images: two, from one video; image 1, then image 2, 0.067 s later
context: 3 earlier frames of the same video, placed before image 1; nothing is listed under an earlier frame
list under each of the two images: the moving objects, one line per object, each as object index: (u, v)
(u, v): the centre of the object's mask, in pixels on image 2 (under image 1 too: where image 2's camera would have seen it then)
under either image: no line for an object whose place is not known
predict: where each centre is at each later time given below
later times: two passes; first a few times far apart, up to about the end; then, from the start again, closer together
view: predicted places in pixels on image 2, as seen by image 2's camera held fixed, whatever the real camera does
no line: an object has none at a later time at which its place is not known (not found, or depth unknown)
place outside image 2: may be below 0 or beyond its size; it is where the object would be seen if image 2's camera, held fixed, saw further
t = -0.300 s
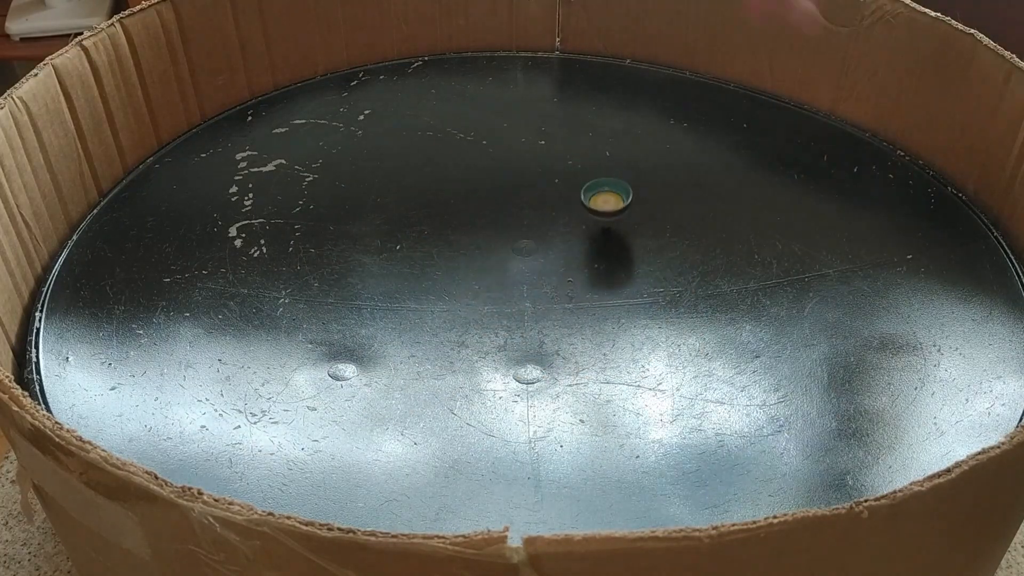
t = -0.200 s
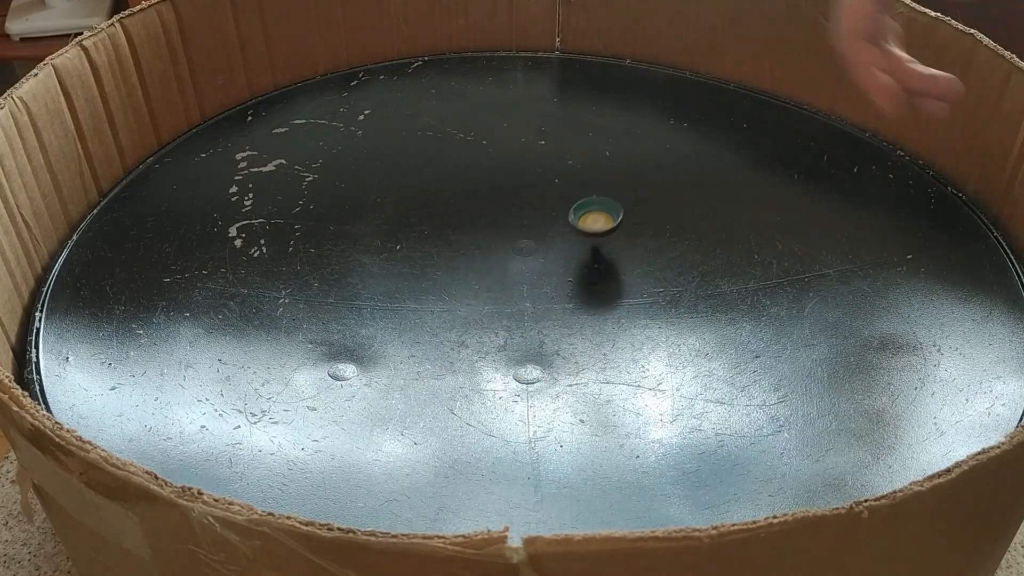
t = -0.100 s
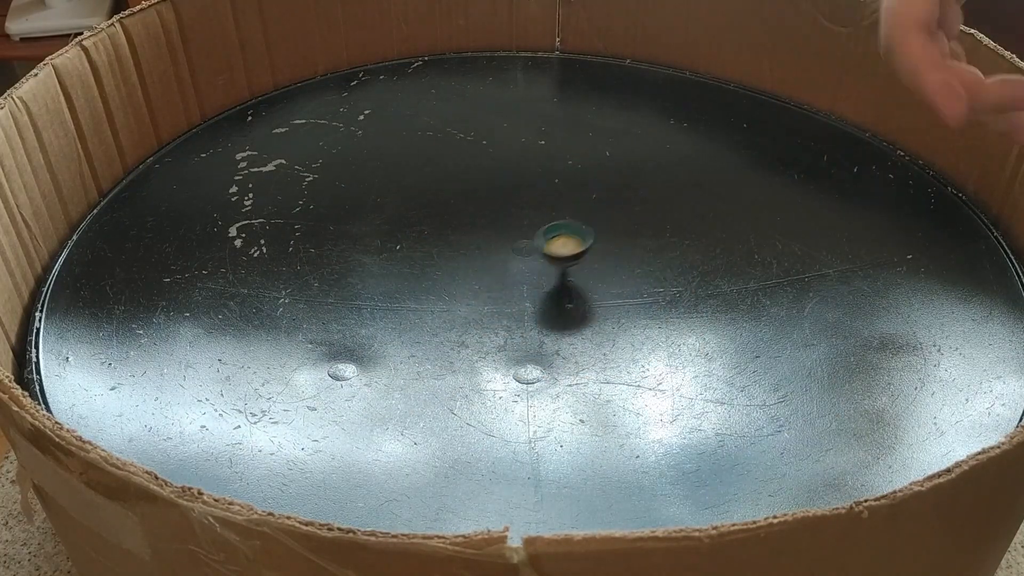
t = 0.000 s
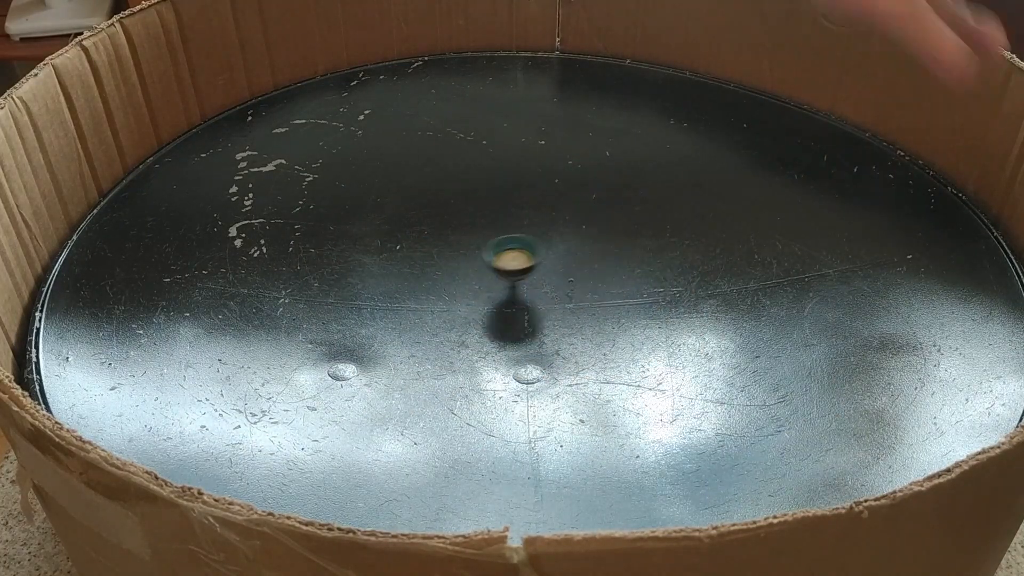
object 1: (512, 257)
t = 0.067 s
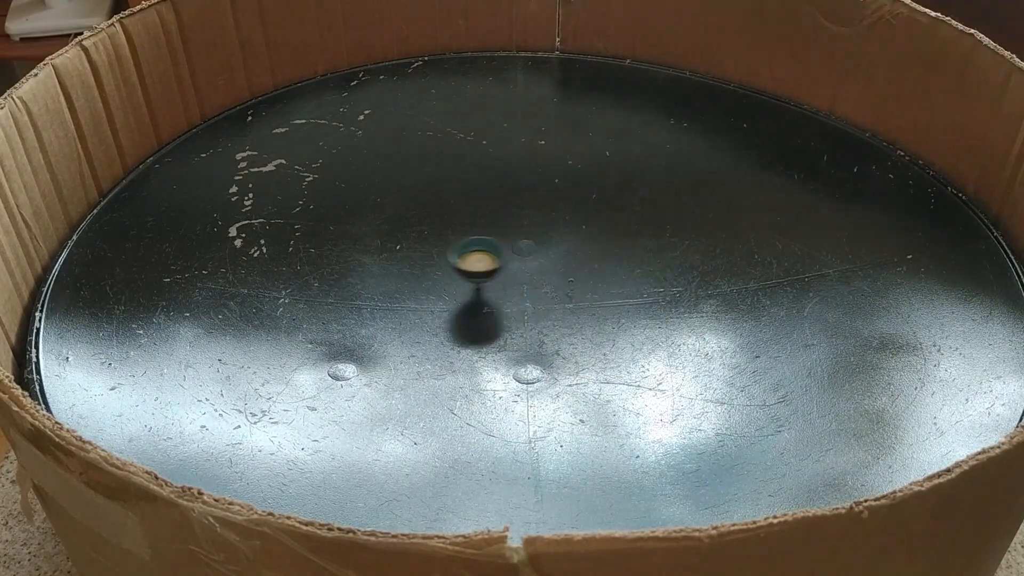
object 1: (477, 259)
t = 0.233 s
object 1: (411, 234)
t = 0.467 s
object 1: (443, 199)
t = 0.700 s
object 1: (494, 226)
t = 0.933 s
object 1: (497, 266)
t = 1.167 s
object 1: (401, 304)
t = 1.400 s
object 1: (356, 260)
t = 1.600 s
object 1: (438, 246)
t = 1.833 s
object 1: (517, 282)
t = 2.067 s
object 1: (493, 330)
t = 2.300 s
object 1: (474, 319)
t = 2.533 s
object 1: (496, 288)
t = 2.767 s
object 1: (522, 274)
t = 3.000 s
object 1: (531, 276)
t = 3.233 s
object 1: (555, 262)
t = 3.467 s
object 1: (558, 251)
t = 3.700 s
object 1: (549, 259)
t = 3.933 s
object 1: (535, 249)
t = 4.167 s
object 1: (511, 224)
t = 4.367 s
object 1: (517, 219)
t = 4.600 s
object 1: (513, 218)
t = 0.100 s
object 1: (459, 257)
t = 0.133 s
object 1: (443, 254)
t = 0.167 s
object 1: (429, 249)
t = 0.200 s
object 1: (418, 242)
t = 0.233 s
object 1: (411, 234)
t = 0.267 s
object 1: (409, 226)
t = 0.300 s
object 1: (407, 220)
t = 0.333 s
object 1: (410, 214)
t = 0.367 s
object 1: (414, 208)
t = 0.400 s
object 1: (422, 203)
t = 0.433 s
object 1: (432, 200)
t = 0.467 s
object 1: (443, 199)
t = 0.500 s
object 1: (454, 199)
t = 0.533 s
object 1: (463, 203)
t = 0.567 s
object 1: (470, 204)
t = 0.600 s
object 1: (475, 207)
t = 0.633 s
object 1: (481, 212)
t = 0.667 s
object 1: (487, 219)
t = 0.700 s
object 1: (494, 226)
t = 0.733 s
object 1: (499, 232)
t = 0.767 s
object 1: (502, 237)
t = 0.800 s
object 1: (504, 241)
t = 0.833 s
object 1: (504, 246)
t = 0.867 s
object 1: (504, 252)
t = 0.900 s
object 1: (502, 259)
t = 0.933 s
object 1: (497, 266)
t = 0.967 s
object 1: (489, 275)
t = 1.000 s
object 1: (480, 284)
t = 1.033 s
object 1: (468, 291)
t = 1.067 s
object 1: (454, 298)
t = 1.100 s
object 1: (437, 302)
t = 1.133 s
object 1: (419, 304)
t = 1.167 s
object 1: (401, 304)
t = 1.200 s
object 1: (384, 300)
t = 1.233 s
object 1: (370, 295)
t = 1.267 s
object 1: (360, 288)
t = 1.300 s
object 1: (354, 280)
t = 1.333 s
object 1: (350, 273)
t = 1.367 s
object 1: (351, 268)
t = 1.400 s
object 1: (356, 260)
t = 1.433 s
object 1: (365, 255)
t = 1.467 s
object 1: (375, 249)
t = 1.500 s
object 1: (388, 246)
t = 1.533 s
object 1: (405, 243)
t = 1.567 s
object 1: (422, 244)
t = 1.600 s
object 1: (438, 246)
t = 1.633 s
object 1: (453, 247)
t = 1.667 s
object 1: (466, 249)
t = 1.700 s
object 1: (480, 254)
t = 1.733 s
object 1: (491, 261)
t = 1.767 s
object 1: (501, 269)
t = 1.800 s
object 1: (511, 275)
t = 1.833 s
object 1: (517, 282)
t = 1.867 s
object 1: (521, 289)
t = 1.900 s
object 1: (523, 297)
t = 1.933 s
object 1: (523, 305)
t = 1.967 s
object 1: (520, 312)
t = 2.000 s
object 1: (512, 319)
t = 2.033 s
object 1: (503, 325)
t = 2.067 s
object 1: (493, 330)
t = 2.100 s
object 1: (486, 332)
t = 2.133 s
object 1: (482, 332)
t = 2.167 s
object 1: (480, 330)
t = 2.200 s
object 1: (477, 328)
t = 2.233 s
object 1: (474, 325)
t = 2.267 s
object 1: (474, 322)
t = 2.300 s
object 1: (474, 319)
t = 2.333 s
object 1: (476, 315)
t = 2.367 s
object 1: (478, 312)
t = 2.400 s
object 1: (481, 308)
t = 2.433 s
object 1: (485, 303)
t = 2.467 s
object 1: (489, 298)
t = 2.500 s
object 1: (493, 293)
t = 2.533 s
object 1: (496, 288)
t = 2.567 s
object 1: (497, 284)
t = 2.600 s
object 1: (498, 281)
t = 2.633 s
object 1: (501, 278)
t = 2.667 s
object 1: (505, 277)
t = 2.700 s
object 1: (510, 276)
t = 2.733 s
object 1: (517, 275)
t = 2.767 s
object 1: (522, 274)
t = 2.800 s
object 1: (525, 274)
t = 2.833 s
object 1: (527, 274)
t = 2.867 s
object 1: (529, 275)
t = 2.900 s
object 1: (530, 275)
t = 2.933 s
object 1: (530, 276)
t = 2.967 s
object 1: (530, 276)
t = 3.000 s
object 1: (531, 276)
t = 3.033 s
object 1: (533, 276)
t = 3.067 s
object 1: (535, 275)
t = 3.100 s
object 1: (537, 274)
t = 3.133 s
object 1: (539, 270)
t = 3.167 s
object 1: (542, 266)
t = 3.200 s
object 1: (549, 263)
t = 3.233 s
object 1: (555, 262)
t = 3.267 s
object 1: (562, 260)
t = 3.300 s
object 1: (565, 257)
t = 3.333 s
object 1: (565, 254)
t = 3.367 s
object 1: (564, 252)
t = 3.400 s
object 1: (562, 251)
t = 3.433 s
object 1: (560, 251)
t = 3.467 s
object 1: (558, 251)
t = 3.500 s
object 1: (555, 252)
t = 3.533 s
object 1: (553, 253)
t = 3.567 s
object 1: (552, 254)
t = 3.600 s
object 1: (550, 255)
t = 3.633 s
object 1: (549, 257)
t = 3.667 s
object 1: (549, 258)
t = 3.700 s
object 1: (549, 259)
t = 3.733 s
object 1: (549, 260)
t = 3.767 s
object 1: (549, 259)
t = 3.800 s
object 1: (545, 258)
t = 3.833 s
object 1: (543, 256)
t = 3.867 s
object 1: (542, 255)
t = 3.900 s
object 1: (540, 252)
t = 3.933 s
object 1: (535, 249)
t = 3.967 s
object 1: (530, 245)
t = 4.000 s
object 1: (527, 239)
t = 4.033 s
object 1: (522, 235)
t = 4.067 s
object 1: (518, 231)
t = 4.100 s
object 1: (515, 227)
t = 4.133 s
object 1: (513, 225)
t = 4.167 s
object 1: (511, 224)
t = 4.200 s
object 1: (509, 223)
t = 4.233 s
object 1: (509, 223)
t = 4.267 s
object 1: (510, 223)
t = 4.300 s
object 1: (512, 221)
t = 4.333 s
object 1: (515, 219)
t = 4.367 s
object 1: (517, 219)
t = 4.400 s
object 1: (518, 218)
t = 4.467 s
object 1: (519, 217)
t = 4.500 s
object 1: (519, 217)
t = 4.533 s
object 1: (516, 217)
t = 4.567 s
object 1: (514, 217)
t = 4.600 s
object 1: (513, 218)
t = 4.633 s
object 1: (512, 219)
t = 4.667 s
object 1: (510, 221)
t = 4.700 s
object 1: (509, 223)
